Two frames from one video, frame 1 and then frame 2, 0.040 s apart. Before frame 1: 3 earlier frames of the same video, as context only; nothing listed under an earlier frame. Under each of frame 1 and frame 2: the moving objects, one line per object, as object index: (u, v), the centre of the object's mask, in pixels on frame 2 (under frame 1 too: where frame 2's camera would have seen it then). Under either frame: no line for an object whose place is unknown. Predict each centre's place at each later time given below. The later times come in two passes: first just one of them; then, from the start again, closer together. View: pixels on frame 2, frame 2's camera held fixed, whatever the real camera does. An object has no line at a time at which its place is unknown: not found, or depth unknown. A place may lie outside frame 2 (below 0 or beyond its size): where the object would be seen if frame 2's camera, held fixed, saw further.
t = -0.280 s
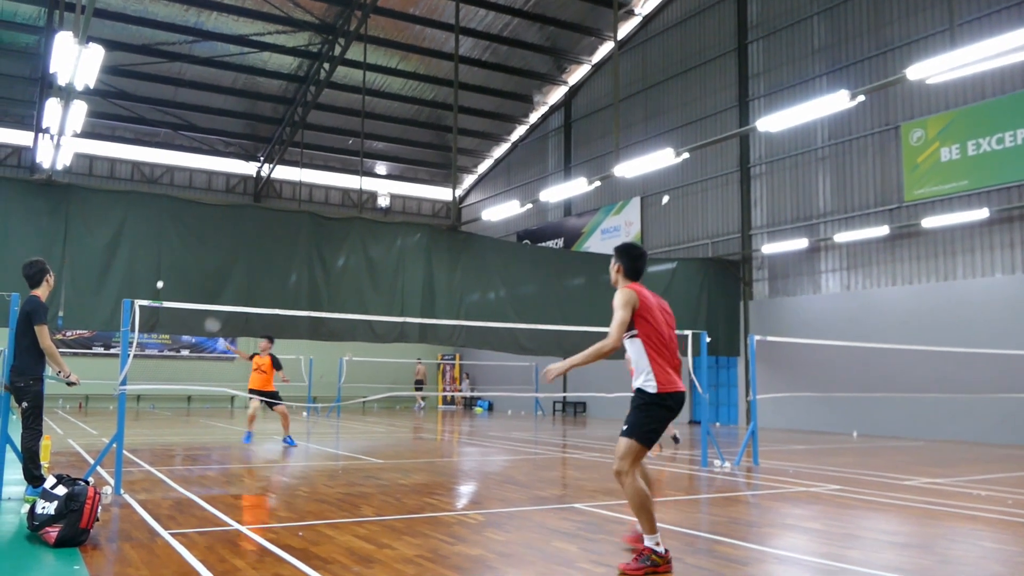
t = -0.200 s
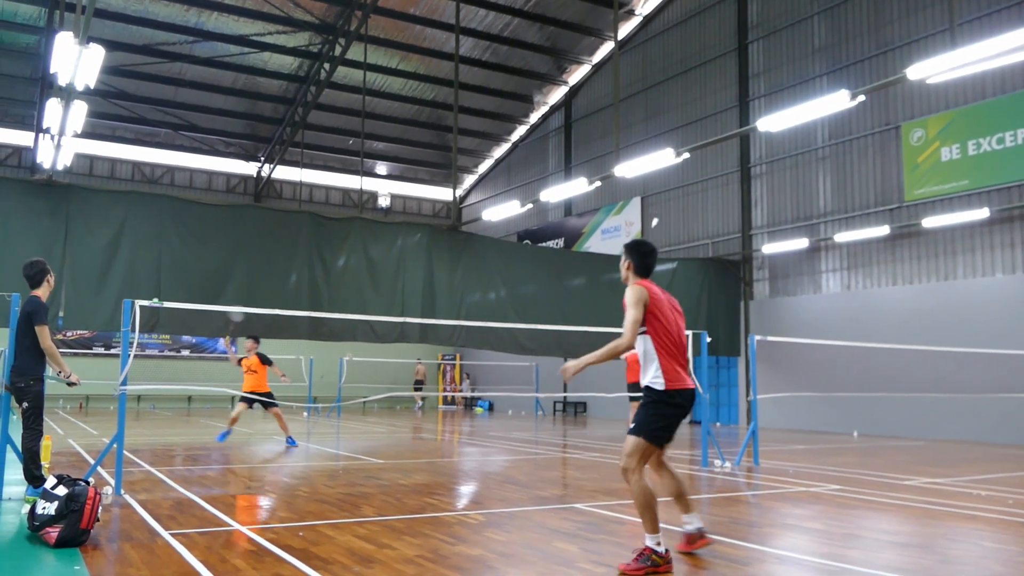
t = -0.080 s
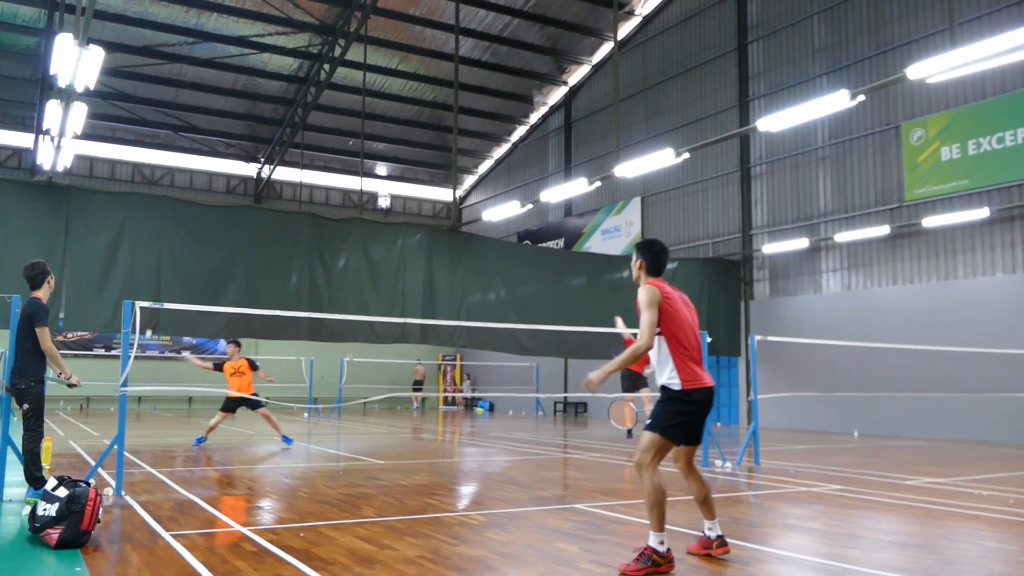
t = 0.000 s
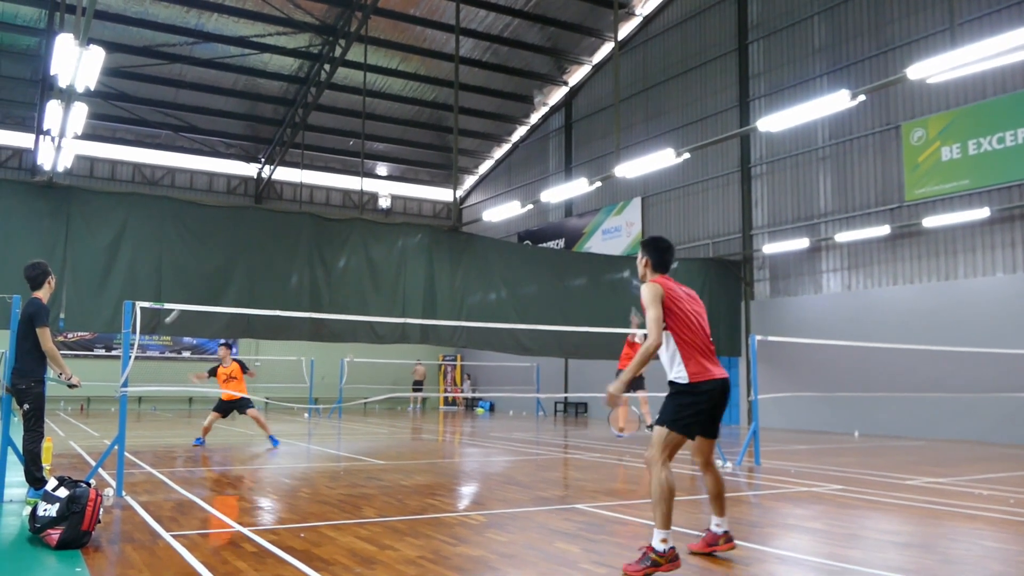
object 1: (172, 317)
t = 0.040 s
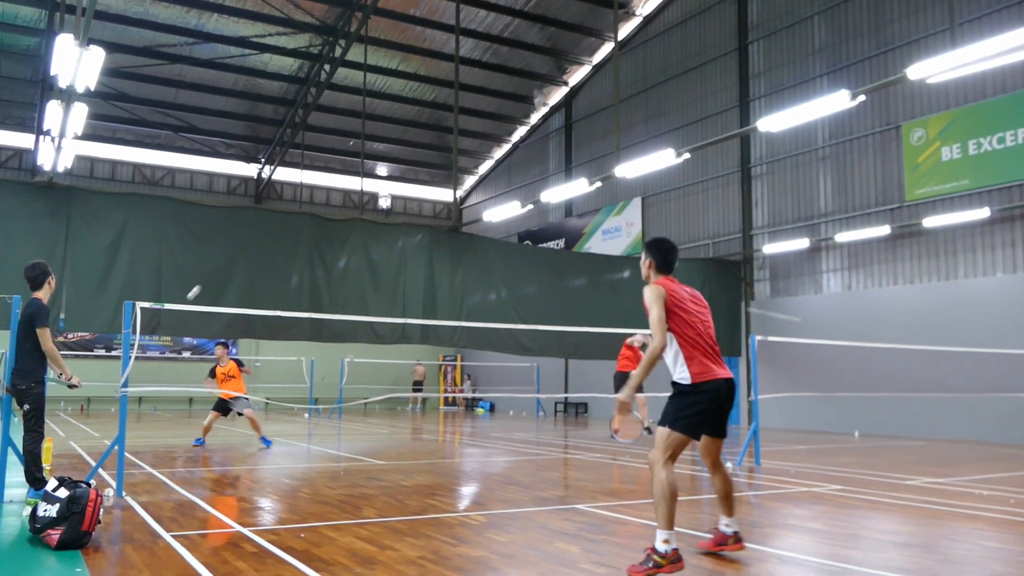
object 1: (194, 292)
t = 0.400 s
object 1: (379, 171)
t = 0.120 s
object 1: (234, 254)
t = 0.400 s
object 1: (379, 171)
